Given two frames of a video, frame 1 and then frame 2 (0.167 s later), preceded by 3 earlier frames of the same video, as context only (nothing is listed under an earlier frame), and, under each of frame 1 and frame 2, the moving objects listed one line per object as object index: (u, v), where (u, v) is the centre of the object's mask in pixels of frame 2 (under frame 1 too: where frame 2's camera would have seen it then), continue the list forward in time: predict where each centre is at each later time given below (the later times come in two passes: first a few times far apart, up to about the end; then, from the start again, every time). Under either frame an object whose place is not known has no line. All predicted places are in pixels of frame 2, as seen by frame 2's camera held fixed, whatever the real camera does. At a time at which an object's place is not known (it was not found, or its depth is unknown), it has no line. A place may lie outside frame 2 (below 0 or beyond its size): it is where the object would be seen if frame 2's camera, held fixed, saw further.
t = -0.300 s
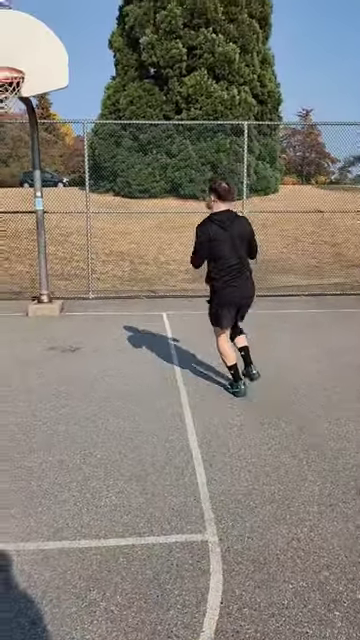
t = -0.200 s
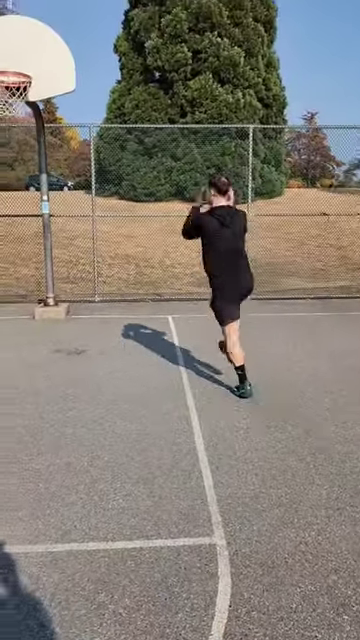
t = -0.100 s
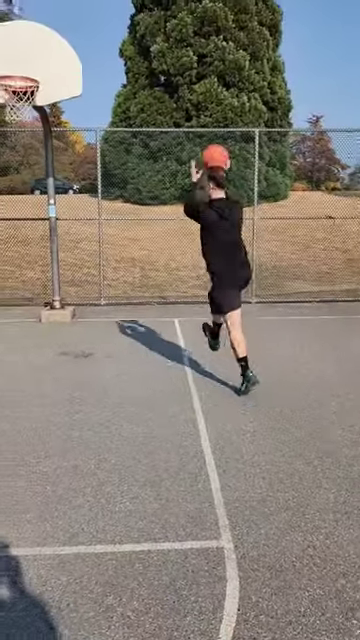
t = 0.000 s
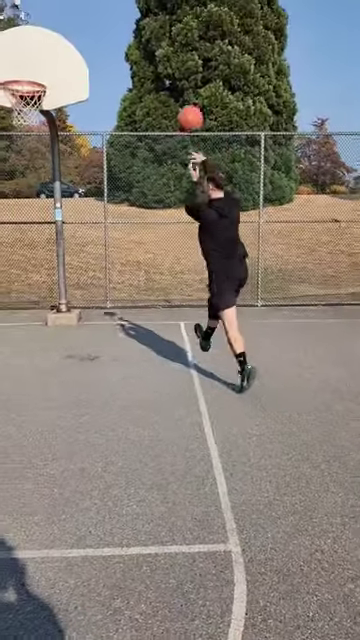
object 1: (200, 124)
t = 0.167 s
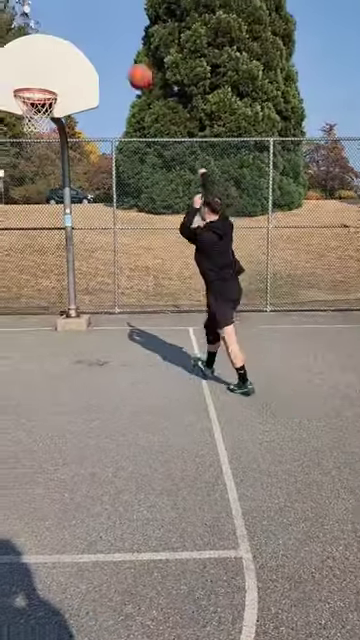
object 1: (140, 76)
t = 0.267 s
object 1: (109, 65)
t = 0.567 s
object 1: (39, 76)
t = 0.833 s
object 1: (51, 62)
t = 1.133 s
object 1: (85, 84)
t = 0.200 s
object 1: (129, 72)
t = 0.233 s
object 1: (119, 68)
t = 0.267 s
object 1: (109, 65)
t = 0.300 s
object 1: (100, 63)
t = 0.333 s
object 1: (91, 63)
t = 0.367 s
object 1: (82, 63)
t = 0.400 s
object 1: (73, 65)
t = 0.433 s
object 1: (65, 67)
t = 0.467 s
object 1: (58, 71)
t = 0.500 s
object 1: (52, 72)
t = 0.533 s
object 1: (45, 73)
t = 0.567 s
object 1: (39, 76)
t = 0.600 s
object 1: (33, 79)
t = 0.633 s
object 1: (26, 83)
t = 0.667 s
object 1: (29, 80)
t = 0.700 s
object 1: (33, 75)
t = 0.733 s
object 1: (38, 70)
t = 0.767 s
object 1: (42, 66)
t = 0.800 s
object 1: (47, 64)
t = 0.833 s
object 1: (51, 62)
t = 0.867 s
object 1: (56, 61)
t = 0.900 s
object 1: (61, 62)
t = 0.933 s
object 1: (65, 63)
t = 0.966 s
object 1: (70, 65)
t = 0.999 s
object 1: (74, 69)
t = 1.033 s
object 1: (79, 72)
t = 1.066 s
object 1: (81, 75)
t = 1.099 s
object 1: (82, 79)
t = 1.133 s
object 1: (85, 84)
